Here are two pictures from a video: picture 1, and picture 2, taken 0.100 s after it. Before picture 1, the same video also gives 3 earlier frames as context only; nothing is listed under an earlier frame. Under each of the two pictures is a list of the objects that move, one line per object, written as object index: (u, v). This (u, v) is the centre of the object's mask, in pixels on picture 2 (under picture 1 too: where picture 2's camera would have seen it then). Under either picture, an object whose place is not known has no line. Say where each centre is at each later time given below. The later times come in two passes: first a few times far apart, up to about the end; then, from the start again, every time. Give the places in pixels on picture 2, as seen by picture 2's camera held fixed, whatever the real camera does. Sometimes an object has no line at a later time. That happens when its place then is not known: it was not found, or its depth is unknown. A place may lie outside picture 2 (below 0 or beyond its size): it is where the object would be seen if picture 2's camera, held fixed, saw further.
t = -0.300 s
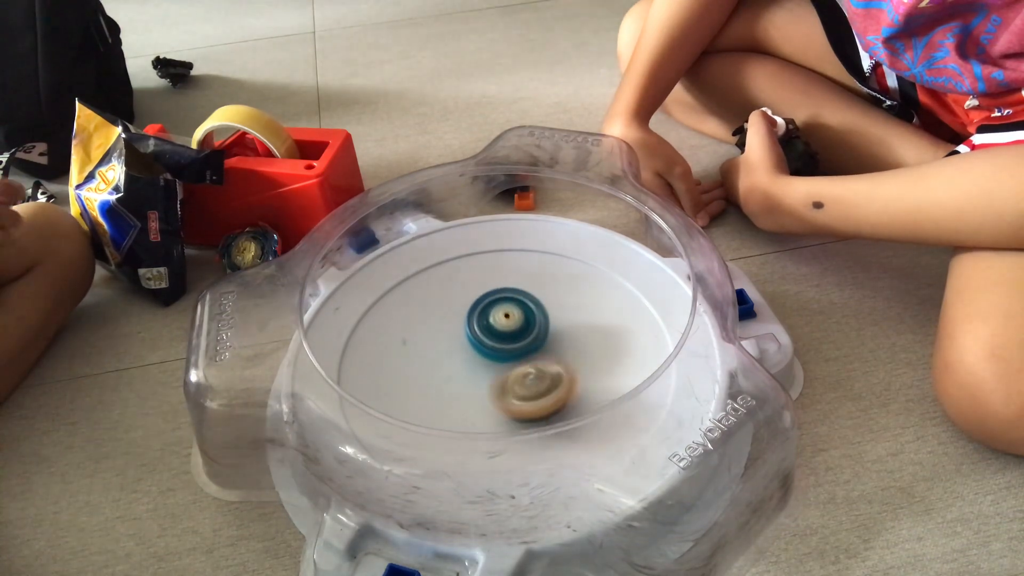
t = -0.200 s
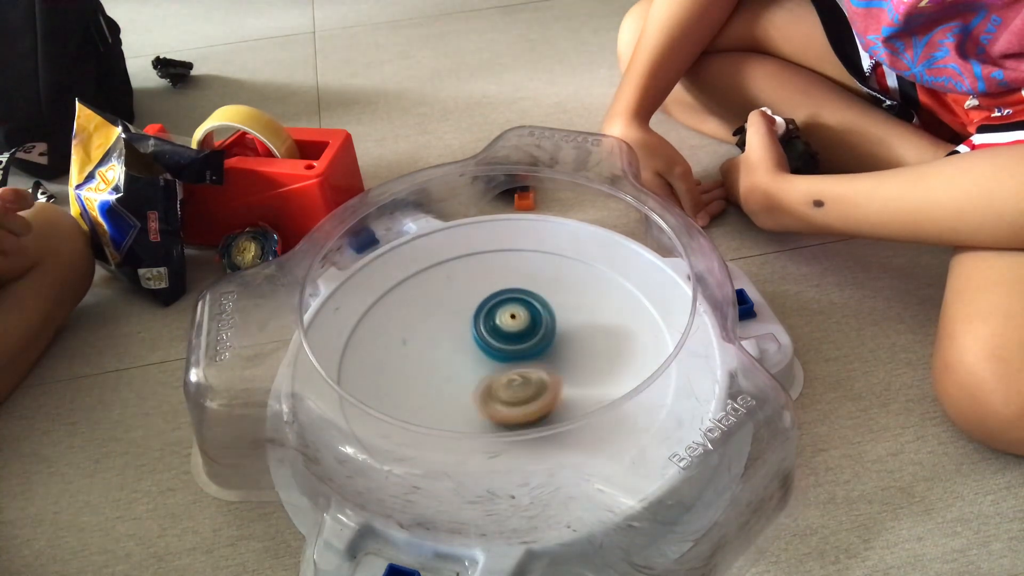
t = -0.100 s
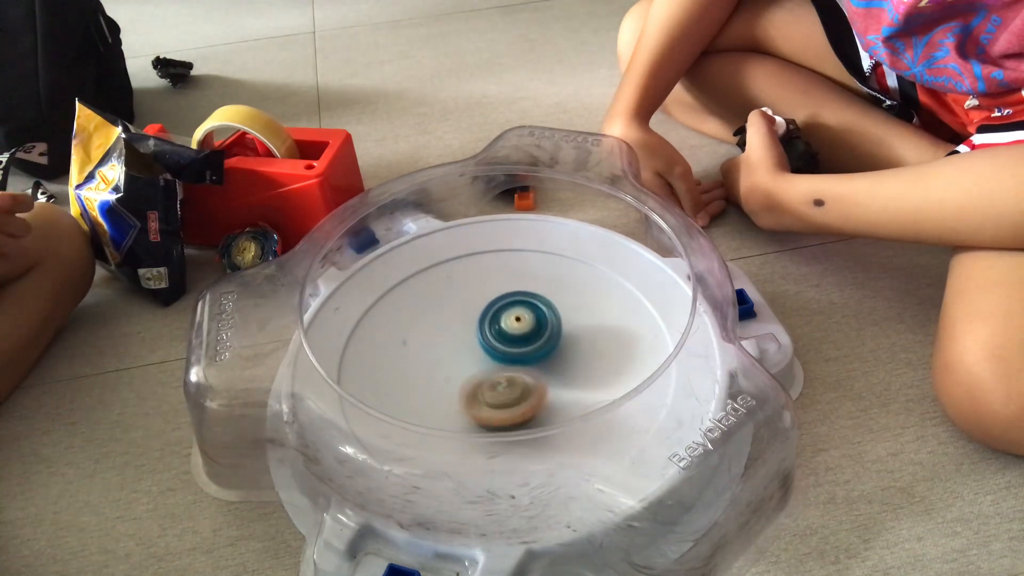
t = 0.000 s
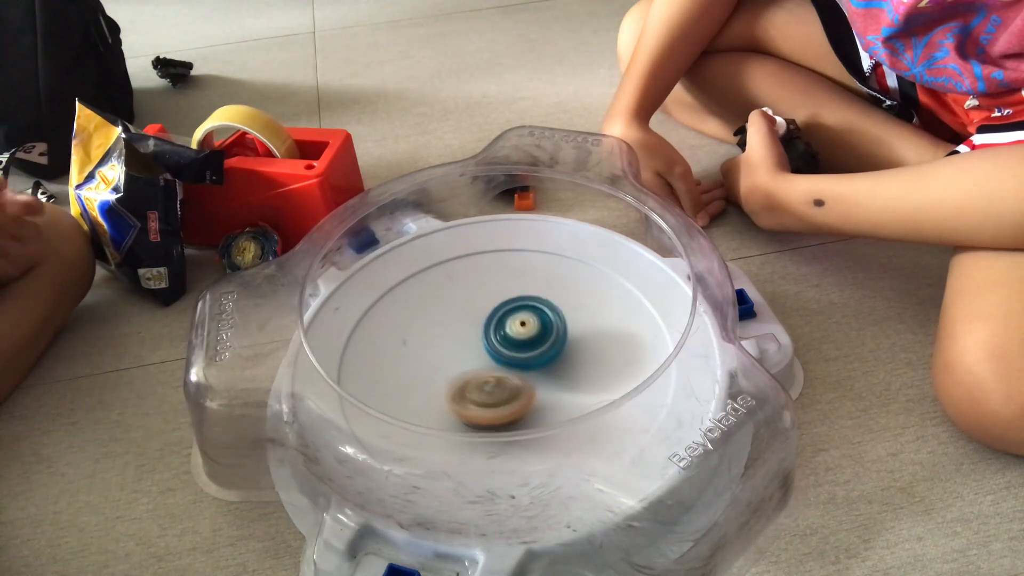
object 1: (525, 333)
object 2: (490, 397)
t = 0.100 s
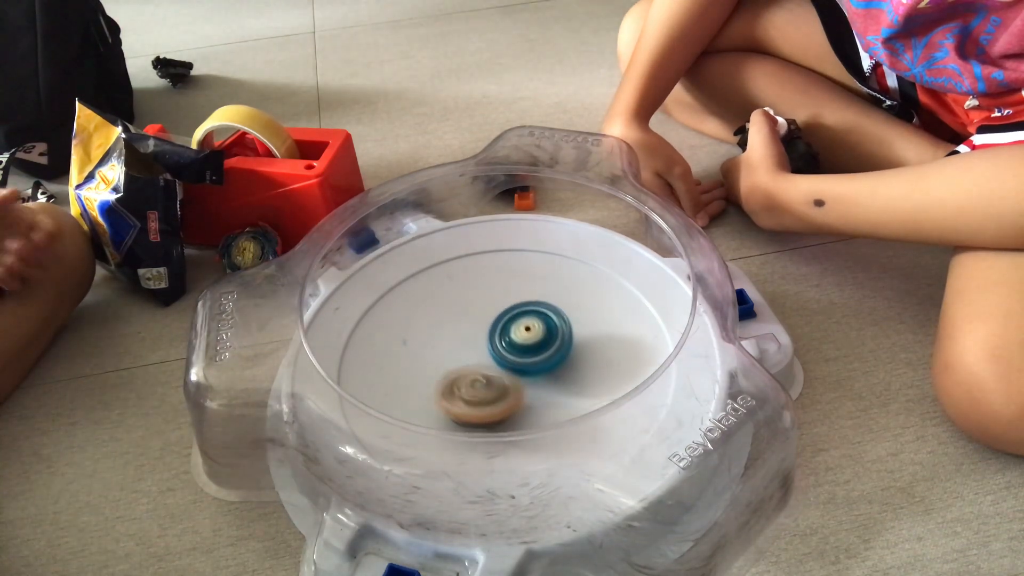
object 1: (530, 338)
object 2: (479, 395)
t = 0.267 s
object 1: (539, 346)
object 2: (458, 387)
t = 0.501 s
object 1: (537, 360)
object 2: (444, 365)
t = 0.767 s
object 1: (525, 374)
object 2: (451, 339)
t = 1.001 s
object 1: (510, 381)
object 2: (470, 319)
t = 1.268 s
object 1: (493, 380)
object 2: (509, 308)
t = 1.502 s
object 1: (480, 373)
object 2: (539, 310)
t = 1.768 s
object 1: (478, 360)
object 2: (558, 331)
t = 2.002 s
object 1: (480, 348)
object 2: (567, 356)
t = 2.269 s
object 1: (491, 338)
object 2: (555, 389)
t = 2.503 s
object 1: (507, 336)
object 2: (521, 404)
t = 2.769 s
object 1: (523, 341)
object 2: (475, 401)
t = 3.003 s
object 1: (532, 352)
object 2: (450, 380)
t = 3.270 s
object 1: (534, 366)
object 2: (443, 349)
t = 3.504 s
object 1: (525, 374)
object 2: (463, 330)
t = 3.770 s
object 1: (509, 382)
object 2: (496, 314)
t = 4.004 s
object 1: (491, 376)
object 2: (534, 316)
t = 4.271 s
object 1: (479, 362)
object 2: (561, 334)
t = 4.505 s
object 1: (471, 348)
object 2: (568, 360)
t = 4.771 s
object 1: (483, 339)
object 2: (547, 388)
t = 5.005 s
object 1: (495, 327)
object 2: (510, 402)
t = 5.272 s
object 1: (516, 332)
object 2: (464, 389)
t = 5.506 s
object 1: (532, 344)
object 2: (448, 366)
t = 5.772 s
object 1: (539, 363)
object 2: (459, 339)
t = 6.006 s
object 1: (529, 380)
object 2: (484, 327)
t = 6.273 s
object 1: (503, 393)
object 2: (503, 319)
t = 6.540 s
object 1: (477, 382)
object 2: (512, 318)
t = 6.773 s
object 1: (457, 372)
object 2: (532, 316)
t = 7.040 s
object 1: (447, 353)
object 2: (565, 338)
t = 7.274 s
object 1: (449, 349)
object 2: (578, 366)
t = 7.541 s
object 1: (480, 337)
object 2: (551, 397)
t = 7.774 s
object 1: (498, 337)
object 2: (503, 405)
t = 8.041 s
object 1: (514, 335)
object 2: (464, 405)
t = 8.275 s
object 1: (516, 343)
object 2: (470, 401)
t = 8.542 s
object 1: (522, 346)
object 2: (459, 384)
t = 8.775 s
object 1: (544, 348)
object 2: (463, 334)
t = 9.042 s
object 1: (545, 347)
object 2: (476, 313)
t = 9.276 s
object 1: (537, 356)
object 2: (468, 327)
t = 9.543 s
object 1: (516, 371)
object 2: (493, 297)
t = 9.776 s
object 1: (499, 374)
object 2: (504, 305)
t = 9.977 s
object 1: (488, 372)
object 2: (512, 318)
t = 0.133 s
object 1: (532, 340)
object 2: (475, 394)
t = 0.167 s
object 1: (535, 341)
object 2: (469, 394)
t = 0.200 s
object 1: (537, 343)
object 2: (466, 391)
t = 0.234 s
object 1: (538, 344)
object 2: (462, 389)
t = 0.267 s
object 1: (539, 346)
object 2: (458, 387)
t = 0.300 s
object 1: (539, 348)
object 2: (456, 384)
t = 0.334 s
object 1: (540, 350)
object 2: (453, 381)
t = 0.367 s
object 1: (540, 352)
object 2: (450, 379)
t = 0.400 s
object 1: (540, 354)
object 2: (448, 375)
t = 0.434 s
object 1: (539, 356)
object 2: (446, 372)
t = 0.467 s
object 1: (538, 358)
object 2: (445, 369)
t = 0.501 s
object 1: (537, 360)
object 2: (444, 365)
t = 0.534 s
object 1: (536, 362)
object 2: (444, 362)
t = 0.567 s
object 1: (535, 364)
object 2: (445, 359)
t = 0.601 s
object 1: (533, 366)
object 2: (445, 356)
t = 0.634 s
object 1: (531, 368)
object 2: (446, 353)
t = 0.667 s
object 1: (530, 369)
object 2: (447, 350)
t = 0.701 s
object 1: (528, 371)
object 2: (448, 346)
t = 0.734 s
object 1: (526, 372)
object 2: (449, 343)
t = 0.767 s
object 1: (525, 374)
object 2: (451, 339)
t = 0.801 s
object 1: (522, 375)
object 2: (453, 336)
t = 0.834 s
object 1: (520, 376)
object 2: (455, 333)
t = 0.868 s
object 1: (518, 379)
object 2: (457, 329)
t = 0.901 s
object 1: (517, 380)
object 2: (459, 325)
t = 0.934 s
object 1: (514, 381)
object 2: (462, 323)
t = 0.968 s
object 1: (512, 381)
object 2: (466, 320)
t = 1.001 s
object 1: (510, 381)
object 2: (470, 319)
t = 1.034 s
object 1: (508, 381)
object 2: (474, 317)
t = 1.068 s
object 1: (505, 381)
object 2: (478, 316)
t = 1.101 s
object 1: (503, 380)
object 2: (484, 314)
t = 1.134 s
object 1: (502, 380)
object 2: (488, 314)
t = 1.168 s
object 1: (500, 379)
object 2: (494, 313)
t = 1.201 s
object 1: (498, 378)
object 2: (499, 312)
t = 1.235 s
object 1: (496, 379)
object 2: (504, 310)
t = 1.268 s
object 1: (493, 380)
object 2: (509, 308)
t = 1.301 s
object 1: (491, 381)
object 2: (514, 306)
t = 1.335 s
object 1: (488, 380)
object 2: (518, 306)
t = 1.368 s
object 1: (486, 379)
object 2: (523, 306)
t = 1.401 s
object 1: (484, 378)
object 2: (527, 307)
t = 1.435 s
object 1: (483, 376)
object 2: (532, 307)
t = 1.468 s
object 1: (481, 375)
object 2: (535, 309)
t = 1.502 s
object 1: (480, 373)
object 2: (539, 310)
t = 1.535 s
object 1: (480, 372)
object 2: (541, 311)
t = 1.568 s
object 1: (479, 370)
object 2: (544, 313)
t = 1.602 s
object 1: (479, 368)
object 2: (546, 315)
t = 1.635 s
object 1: (479, 367)
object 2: (548, 319)
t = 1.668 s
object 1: (480, 365)
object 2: (550, 322)
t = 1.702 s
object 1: (479, 363)
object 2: (553, 324)
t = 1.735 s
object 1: (479, 361)
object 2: (555, 328)
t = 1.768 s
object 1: (478, 360)
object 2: (558, 331)
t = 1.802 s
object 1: (477, 358)
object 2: (562, 334)
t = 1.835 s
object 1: (476, 356)
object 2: (564, 338)
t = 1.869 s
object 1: (476, 354)
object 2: (566, 341)
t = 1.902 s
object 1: (477, 353)
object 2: (567, 345)
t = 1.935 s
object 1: (478, 351)
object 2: (568, 348)
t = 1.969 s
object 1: (479, 349)
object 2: (567, 352)
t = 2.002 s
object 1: (480, 348)
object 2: (567, 356)
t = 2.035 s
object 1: (481, 346)
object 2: (567, 360)
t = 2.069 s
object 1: (481, 344)
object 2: (567, 364)
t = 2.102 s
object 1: (482, 343)
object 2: (565, 368)
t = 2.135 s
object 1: (484, 341)
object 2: (565, 373)
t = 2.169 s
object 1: (486, 340)
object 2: (563, 376)
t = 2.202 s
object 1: (487, 339)
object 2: (561, 380)
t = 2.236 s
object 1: (489, 338)
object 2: (557, 384)
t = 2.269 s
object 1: (491, 338)
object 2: (555, 389)
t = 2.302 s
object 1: (493, 337)
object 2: (551, 392)
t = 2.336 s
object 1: (496, 337)
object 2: (546, 395)
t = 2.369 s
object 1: (498, 336)
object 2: (541, 398)
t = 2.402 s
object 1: (500, 336)
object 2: (537, 400)
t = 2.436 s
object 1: (502, 336)
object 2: (532, 402)
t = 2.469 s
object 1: (505, 336)
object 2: (526, 403)
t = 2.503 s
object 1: (507, 336)
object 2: (521, 404)
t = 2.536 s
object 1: (509, 337)
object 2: (514, 404)
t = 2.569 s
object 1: (511, 337)
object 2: (508, 405)
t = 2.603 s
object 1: (514, 336)
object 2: (502, 405)
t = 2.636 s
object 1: (516, 337)
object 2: (496, 405)
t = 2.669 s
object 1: (518, 338)
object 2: (490, 405)
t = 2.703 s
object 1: (520, 339)
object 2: (484, 404)
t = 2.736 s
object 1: (522, 340)
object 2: (479, 403)
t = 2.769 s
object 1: (523, 341)
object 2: (475, 401)
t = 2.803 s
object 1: (525, 343)
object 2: (471, 399)
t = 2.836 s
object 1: (526, 344)
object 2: (466, 396)
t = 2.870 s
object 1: (527, 345)
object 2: (462, 393)
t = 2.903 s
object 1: (529, 347)
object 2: (459, 390)
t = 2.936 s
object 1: (530, 349)
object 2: (455, 387)
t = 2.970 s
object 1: (531, 350)
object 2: (453, 384)
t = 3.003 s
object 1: (532, 352)
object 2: (450, 380)
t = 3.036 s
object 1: (533, 354)
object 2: (448, 377)
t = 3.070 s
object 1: (533, 355)
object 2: (446, 374)
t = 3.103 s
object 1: (533, 358)
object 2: (446, 370)
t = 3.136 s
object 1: (533, 359)
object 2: (444, 366)
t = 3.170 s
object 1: (535, 361)
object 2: (443, 362)
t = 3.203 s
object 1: (535, 363)
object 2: (442, 357)
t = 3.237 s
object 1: (535, 365)
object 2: (443, 353)
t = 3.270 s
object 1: (534, 366)
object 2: (443, 349)
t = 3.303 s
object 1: (534, 367)
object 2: (445, 345)
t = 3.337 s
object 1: (533, 369)
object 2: (448, 342)
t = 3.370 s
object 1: (532, 370)
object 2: (450, 339)
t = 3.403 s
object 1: (530, 371)
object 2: (452, 336)
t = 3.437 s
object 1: (529, 372)
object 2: (455, 334)
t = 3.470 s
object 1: (527, 373)
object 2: (459, 332)
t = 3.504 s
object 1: (525, 374)
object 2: (463, 330)
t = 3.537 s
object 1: (523, 375)
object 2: (466, 328)
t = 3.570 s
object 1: (521, 376)
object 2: (469, 325)
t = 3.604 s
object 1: (519, 377)
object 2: (473, 323)
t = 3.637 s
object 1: (518, 380)
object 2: (477, 319)
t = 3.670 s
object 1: (516, 381)
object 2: (481, 318)
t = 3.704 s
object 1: (514, 381)
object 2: (486, 316)
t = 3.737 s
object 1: (511, 382)
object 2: (491, 314)
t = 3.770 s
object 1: (509, 382)
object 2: (496, 314)
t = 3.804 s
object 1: (506, 381)
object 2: (501, 313)
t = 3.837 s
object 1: (504, 381)
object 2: (506, 313)
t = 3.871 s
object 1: (501, 380)
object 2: (513, 313)
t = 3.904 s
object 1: (499, 378)
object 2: (518, 313)
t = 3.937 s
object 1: (497, 377)
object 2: (523, 314)
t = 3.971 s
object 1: (494, 377)
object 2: (529, 315)
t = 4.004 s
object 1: (491, 376)
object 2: (534, 316)
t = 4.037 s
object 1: (489, 375)
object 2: (540, 318)
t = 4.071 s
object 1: (487, 373)
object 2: (544, 320)
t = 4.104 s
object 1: (486, 372)
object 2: (547, 322)
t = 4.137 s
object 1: (484, 370)
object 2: (551, 324)
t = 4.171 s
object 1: (483, 368)
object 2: (553, 327)
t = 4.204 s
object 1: (482, 366)
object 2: (556, 329)
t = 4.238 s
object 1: (480, 364)
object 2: (559, 331)
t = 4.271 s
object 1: (479, 362)
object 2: (561, 334)
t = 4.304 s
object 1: (478, 360)
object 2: (562, 337)
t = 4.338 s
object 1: (478, 358)
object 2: (563, 341)
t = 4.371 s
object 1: (478, 356)
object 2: (563, 344)
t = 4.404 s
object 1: (474, 354)
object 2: (567, 347)
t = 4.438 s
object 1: (471, 352)
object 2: (568, 351)
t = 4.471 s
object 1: (470, 350)
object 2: (568, 355)
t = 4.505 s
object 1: (471, 348)
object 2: (568, 360)
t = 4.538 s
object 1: (471, 347)
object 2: (566, 364)
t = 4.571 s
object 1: (472, 345)
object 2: (565, 368)
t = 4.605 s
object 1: (473, 344)
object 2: (563, 372)
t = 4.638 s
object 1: (475, 343)
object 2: (562, 374)
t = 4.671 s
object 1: (477, 342)
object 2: (562, 378)
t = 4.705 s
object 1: (478, 340)
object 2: (558, 383)
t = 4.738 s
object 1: (481, 340)
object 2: (552, 387)
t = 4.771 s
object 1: (483, 339)
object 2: (547, 388)
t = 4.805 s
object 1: (485, 338)
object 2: (543, 390)
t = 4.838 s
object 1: (486, 335)
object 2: (539, 395)
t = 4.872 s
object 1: (486, 331)
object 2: (534, 400)
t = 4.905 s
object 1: (488, 329)
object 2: (529, 400)
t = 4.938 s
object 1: (490, 328)
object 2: (523, 402)
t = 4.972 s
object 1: (493, 327)
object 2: (516, 402)
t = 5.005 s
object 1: (495, 327)
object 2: (510, 402)
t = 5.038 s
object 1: (498, 327)
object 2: (505, 402)
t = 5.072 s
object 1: (500, 328)
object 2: (499, 402)
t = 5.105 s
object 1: (502, 329)
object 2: (492, 399)
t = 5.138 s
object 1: (505, 330)
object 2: (487, 397)
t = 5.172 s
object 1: (507, 331)
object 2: (480, 395)
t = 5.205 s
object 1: (510, 332)
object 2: (473, 395)
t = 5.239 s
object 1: (513, 332)
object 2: (468, 392)
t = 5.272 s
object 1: (516, 332)
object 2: (464, 389)
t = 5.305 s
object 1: (519, 333)
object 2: (460, 386)
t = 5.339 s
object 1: (521, 335)
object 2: (457, 383)
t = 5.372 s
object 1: (523, 337)
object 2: (454, 379)
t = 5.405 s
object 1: (526, 338)
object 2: (451, 376)
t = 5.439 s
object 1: (529, 340)
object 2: (449, 373)
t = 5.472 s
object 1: (531, 342)
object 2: (448, 369)
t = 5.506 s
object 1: (532, 344)
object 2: (448, 366)
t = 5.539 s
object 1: (533, 347)
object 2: (448, 363)
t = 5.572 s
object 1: (535, 349)
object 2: (448, 360)
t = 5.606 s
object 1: (538, 351)
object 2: (448, 356)
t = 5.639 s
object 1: (539, 354)
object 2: (449, 353)
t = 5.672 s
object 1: (539, 356)
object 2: (451, 349)
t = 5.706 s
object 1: (539, 358)
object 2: (453, 345)
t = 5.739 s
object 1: (539, 361)
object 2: (456, 343)
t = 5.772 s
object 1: (539, 363)
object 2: (459, 339)
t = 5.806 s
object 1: (538, 365)
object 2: (462, 337)
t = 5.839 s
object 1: (538, 367)
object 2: (466, 335)
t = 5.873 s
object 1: (537, 370)
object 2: (469, 333)
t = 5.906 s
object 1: (536, 373)
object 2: (473, 332)
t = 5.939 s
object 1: (534, 375)
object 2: (476, 330)
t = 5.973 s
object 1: (532, 378)
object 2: (480, 328)
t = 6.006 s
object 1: (529, 380)
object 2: (484, 327)
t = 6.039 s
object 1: (527, 382)
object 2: (487, 326)
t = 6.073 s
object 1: (524, 383)
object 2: (490, 325)
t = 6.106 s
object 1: (521, 384)
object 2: (494, 324)
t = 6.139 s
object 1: (517, 385)
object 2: (496, 324)
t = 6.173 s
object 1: (514, 386)
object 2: (498, 323)
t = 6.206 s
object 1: (511, 386)
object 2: (500, 323)
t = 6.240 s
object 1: (506, 389)
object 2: (501, 322)
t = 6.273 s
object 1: (503, 393)
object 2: (503, 319)
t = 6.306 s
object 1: (499, 395)
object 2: (506, 316)
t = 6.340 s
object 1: (496, 395)
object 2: (509, 315)
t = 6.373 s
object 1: (492, 394)
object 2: (511, 315)
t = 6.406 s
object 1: (489, 392)
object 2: (512, 315)
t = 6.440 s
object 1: (485, 390)
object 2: (513, 316)
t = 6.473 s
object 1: (482, 387)
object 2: (513, 316)
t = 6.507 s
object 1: (480, 384)
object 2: (513, 317)
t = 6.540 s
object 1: (477, 382)
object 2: (512, 318)
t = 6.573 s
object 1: (475, 378)
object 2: (511, 319)
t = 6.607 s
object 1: (469, 378)
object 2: (513, 318)
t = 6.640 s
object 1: (463, 379)
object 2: (517, 315)
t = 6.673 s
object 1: (461, 378)
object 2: (522, 313)
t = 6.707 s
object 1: (459, 376)
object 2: (526, 313)
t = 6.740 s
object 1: (458, 374)
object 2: (529, 315)
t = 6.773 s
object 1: (457, 372)
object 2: (532, 316)
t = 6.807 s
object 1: (457, 369)
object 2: (533, 317)
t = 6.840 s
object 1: (457, 367)
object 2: (536, 319)
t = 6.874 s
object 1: (458, 365)
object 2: (539, 322)
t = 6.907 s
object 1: (459, 362)
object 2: (540, 326)
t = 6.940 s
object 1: (461, 359)
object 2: (542, 329)
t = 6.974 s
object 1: (463, 357)
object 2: (544, 332)
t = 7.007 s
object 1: (458, 354)
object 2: (549, 336)
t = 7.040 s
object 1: (447, 353)
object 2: (565, 338)
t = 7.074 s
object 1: (440, 352)
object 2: (573, 340)
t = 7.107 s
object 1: (436, 350)
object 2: (579, 344)
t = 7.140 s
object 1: (437, 350)
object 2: (582, 348)
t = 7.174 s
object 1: (439, 349)
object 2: (583, 353)
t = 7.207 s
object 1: (442, 349)
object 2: (582, 357)
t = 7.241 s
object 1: (446, 349)
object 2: (580, 362)
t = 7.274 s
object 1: (449, 349)
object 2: (578, 366)
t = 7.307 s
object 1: (454, 348)
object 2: (575, 370)
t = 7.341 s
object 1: (458, 348)
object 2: (571, 373)
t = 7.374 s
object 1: (462, 349)
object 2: (567, 376)
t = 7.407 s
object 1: (468, 349)
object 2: (563, 379)
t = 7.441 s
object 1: (474, 349)
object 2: (556, 381)
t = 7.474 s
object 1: (480, 348)
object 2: (552, 383)
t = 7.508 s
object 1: (481, 342)
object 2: (554, 392)
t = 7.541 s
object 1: (480, 337)
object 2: (551, 397)
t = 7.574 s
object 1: (483, 334)
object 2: (545, 400)
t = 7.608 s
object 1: (484, 332)
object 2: (539, 402)
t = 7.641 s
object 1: (488, 332)
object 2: (531, 404)
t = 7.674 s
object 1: (491, 332)
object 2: (523, 403)
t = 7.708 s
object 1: (494, 334)
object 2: (516, 405)
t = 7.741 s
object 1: (497, 334)
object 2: (509, 404)
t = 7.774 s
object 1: (498, 337)
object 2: (503, 405)
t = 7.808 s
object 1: (501, 337)
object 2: (499, 405)
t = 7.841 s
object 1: (505, 334)
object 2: (490, 407)
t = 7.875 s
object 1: (509, 330)
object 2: (481, 409)
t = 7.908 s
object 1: (511, 329)
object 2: (475, 409)
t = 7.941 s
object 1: (513, 329)
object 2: (469, 409)
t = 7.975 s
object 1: (514, 331)
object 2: (467, 408)
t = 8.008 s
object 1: (514, 332)
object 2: (465, 406)
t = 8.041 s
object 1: (514, 335)
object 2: (464, 405)
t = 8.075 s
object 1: (514, 336)
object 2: (463, 405)
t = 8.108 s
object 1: (514, 339)
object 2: (466, 402)
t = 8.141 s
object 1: (514, 341)
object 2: (467, 402)
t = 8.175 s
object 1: (513, 343)
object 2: (469, 403)
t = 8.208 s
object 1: (515, 342)
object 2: (468, 404)
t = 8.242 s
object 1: (516, 343)
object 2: (468, 403)
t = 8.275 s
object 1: (516, 343)
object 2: (470, 401)
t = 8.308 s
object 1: (518, 343)
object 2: (468, 402)
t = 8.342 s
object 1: (519, 343)
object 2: (467, 401)
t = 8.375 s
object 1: (518, 344)
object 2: (465, 400)
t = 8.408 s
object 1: (518, 344)
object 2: (465, 397)
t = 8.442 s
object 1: (519, 344)
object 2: (462, 396)
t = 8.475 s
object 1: (521, 344)
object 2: (462, 392)
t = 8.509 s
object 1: (521, 345)
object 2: (460, 389)
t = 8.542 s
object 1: (522, 346)
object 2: (459, 384)
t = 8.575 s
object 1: (524, 350)
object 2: (458, 379)
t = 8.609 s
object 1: (530, 352)
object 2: (456, 371)
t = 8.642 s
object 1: (535, 351)
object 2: (457, 363)
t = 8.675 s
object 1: (539, 351)
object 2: (459, 356)
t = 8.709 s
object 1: (541, 349)
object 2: (461, 349)
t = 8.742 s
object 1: (543, 348)
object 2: (461, 341)
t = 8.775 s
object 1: (544, 348)
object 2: (463, 334)
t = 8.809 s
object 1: (544, 348)
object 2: (466, 328)
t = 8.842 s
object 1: (544, 348)
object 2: (467, 323)
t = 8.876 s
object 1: (544, 347)
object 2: (469, 319)
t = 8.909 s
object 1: (545, 347)
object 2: (471, 316)
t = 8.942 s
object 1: (545, 347)
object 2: (472, 313)
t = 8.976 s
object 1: (546, 346)
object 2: (474, 311)
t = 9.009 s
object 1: (545, 347)
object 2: (475, 312)
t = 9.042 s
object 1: (545, 347)
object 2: (476, 313)
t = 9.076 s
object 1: (544, 347)
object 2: (476, 315)
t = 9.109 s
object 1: (543, 348)
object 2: (475, 318)
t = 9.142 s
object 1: (543, 349)
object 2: (474, 320)
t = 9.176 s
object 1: (542, 351)
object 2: (472, 322)
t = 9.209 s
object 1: (540, 353)
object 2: (470, 324)
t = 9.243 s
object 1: (538, 354)
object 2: (469, 326)
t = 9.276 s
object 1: (537, 356)
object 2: (468, 327)
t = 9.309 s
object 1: (535, 357)
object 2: (468, 327)
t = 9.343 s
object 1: (535, 361)
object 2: (471, 323)
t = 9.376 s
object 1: (533, 365)
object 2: (474, 319)
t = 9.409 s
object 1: (529, 367)
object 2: (479, 314)
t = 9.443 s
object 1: (526, 368)
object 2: (484, 309)
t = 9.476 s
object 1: (522, 369)
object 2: (488, 304)
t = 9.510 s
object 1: (519, 370)
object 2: (491, 300)
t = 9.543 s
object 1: (516, 371)
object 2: (493, 297)
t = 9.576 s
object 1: (513, 372)
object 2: (493, 296)
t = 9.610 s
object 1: (510, 373)
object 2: (493, 298)
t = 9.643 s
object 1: (507, 374)
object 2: (493, 299)
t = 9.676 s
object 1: (504, 374)
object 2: (495, 300)
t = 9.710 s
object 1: (503, 374)
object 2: (498, 301)
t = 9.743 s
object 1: (501, 374)
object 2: (501, 303)
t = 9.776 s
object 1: (499, 374)
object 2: (504, 305)
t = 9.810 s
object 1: (497, 374)
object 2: (507, 307)
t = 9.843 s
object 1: (495, 374)
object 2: (511, 310)
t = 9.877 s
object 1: (494, 373)
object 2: (513, 312)
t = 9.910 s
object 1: (492, 374)
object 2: (513, 315)
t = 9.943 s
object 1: (490, 373)
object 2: (513, 317)
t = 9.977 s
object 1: (488, 372)
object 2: (512, 318)
